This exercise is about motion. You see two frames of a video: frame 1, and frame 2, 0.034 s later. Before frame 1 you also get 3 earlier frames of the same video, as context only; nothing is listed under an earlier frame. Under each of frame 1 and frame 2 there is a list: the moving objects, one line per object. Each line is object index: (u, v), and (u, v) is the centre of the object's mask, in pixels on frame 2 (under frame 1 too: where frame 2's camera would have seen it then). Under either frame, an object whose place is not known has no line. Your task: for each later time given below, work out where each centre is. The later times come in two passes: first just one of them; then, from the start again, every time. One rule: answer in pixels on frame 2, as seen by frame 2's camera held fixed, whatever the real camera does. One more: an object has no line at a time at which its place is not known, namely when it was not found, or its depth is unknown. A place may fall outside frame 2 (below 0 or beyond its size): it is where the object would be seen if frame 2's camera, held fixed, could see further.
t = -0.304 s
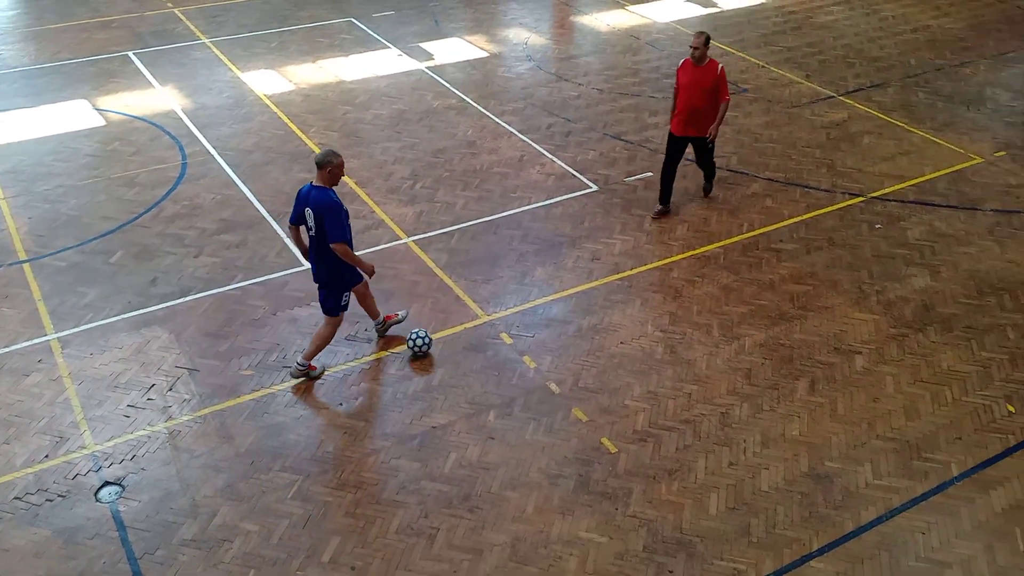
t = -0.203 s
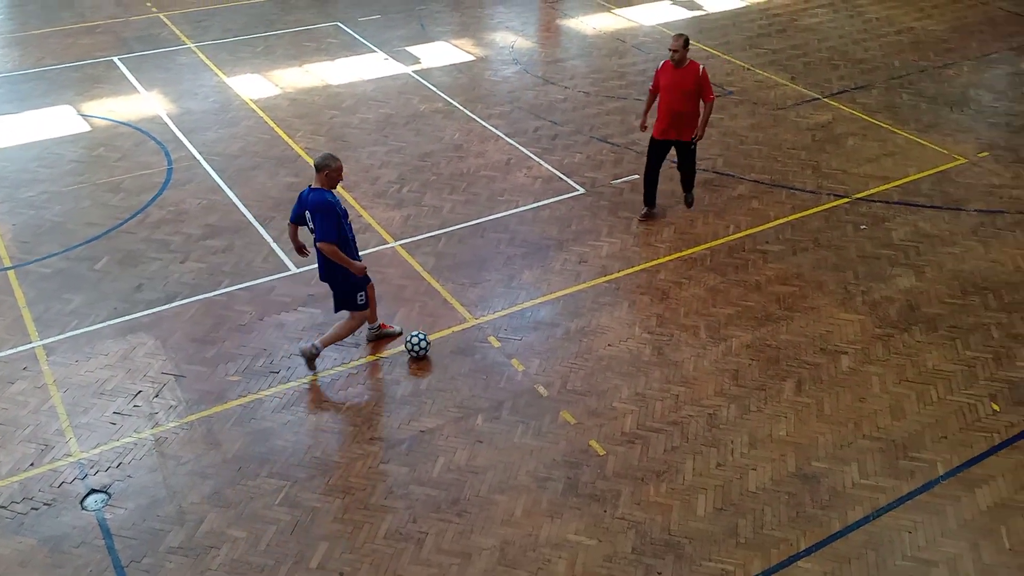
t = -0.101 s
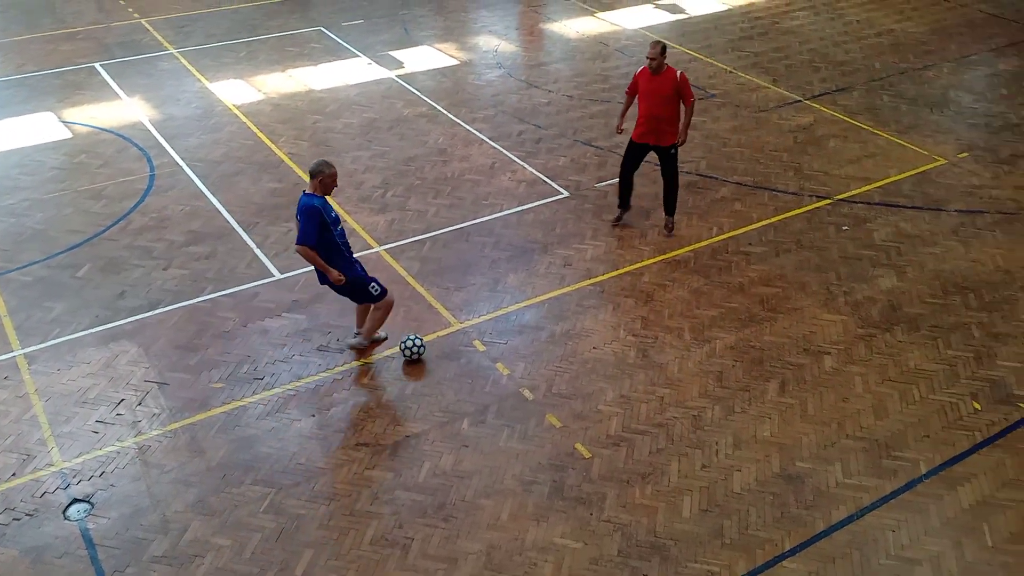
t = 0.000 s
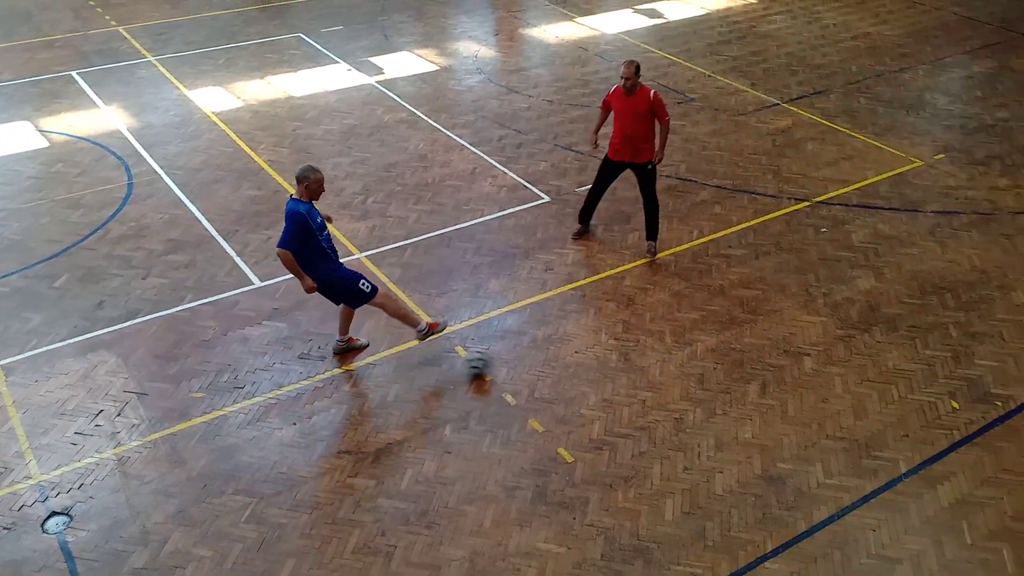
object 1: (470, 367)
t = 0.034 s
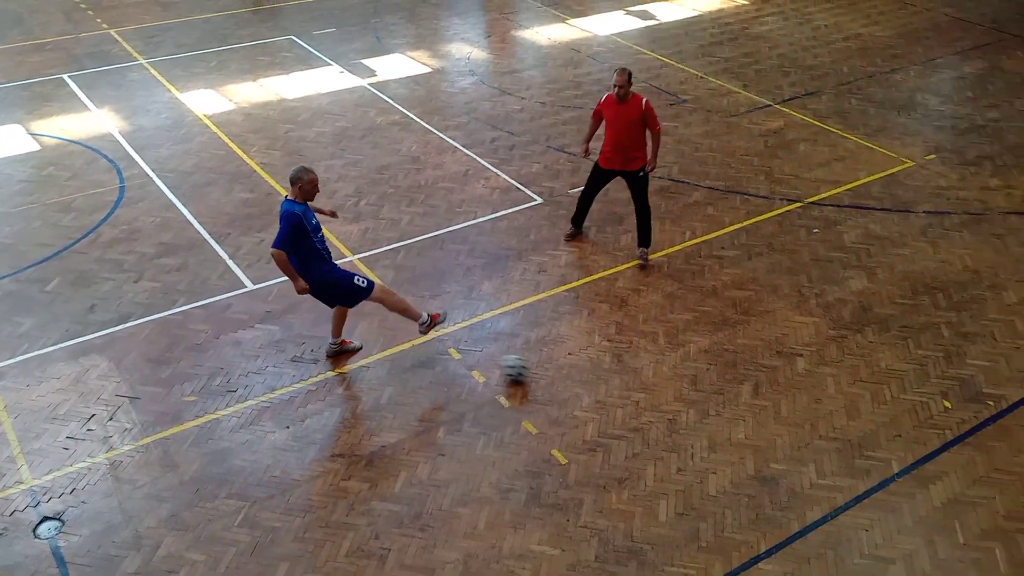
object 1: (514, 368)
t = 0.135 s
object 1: (643, 384)
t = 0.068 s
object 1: (558, 374)
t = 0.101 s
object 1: (601, 379)
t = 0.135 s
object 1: (643, 384)
